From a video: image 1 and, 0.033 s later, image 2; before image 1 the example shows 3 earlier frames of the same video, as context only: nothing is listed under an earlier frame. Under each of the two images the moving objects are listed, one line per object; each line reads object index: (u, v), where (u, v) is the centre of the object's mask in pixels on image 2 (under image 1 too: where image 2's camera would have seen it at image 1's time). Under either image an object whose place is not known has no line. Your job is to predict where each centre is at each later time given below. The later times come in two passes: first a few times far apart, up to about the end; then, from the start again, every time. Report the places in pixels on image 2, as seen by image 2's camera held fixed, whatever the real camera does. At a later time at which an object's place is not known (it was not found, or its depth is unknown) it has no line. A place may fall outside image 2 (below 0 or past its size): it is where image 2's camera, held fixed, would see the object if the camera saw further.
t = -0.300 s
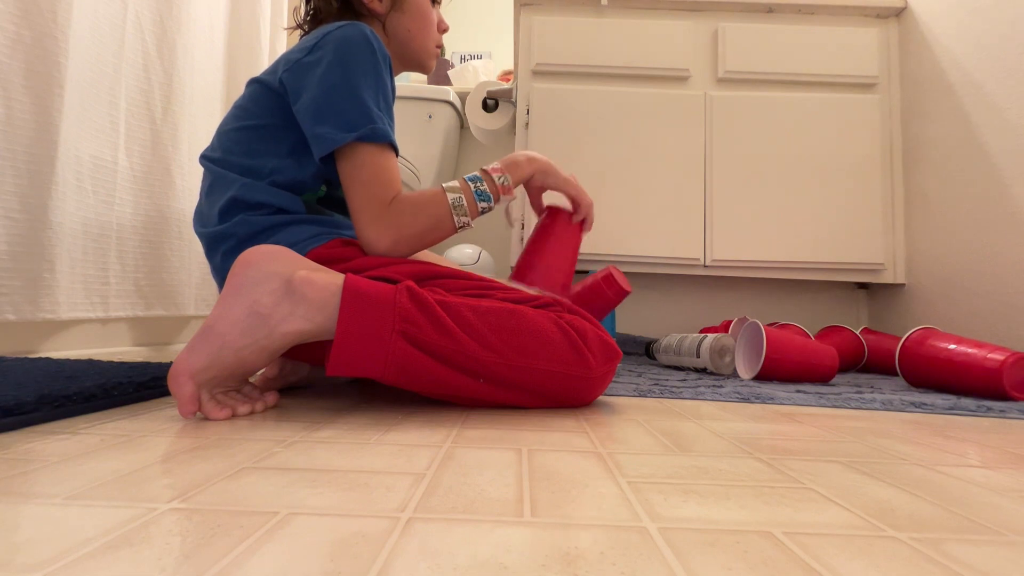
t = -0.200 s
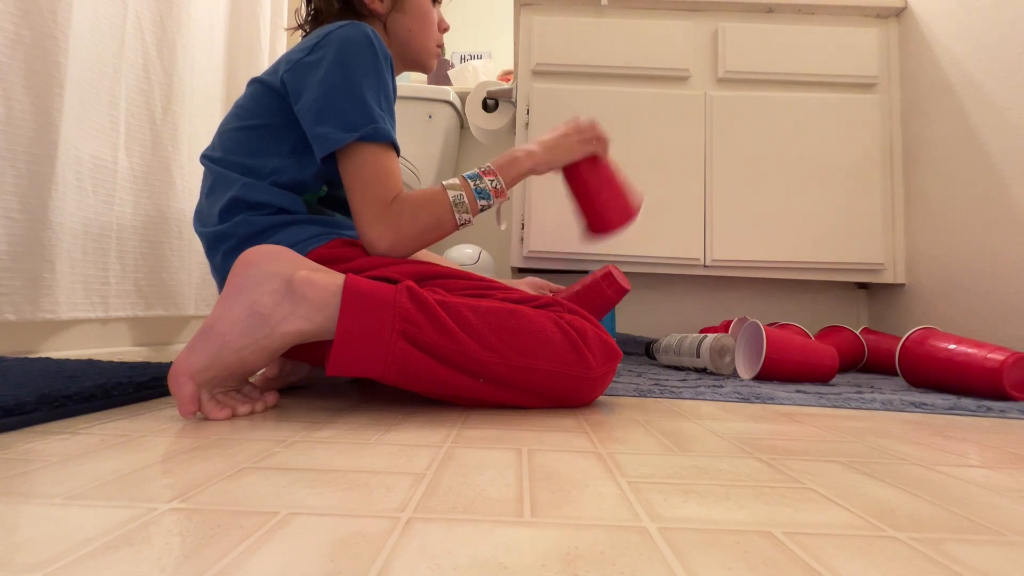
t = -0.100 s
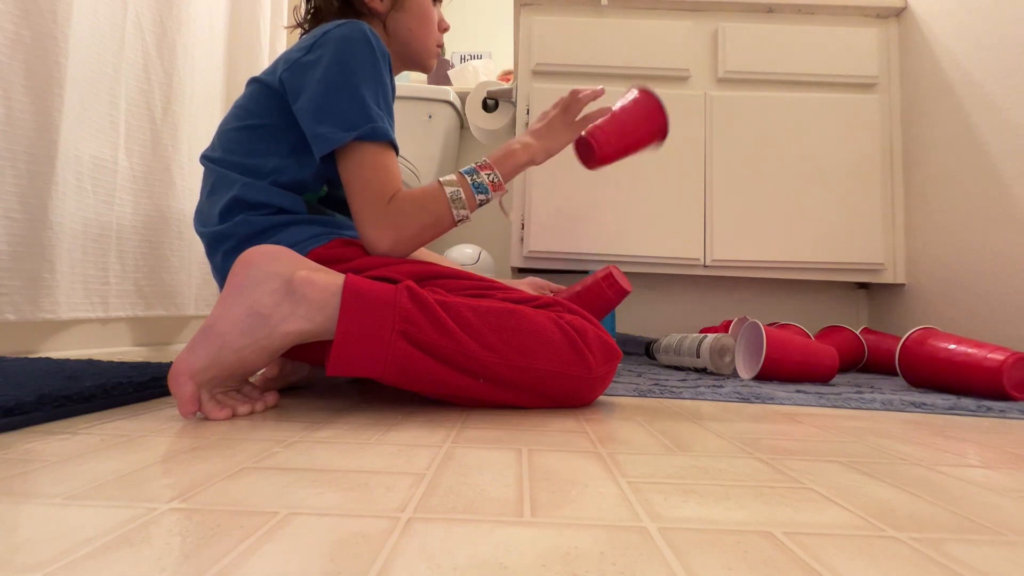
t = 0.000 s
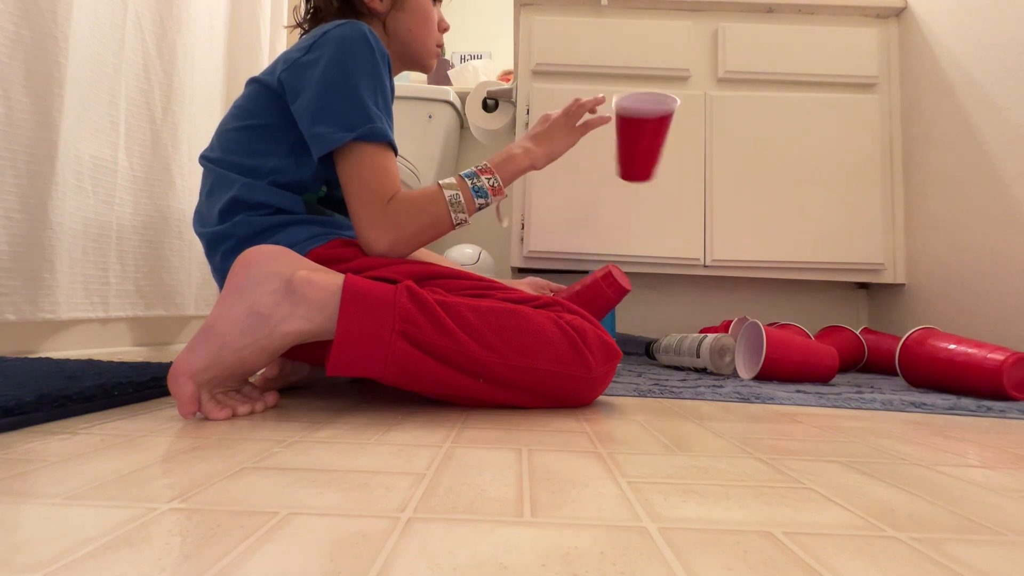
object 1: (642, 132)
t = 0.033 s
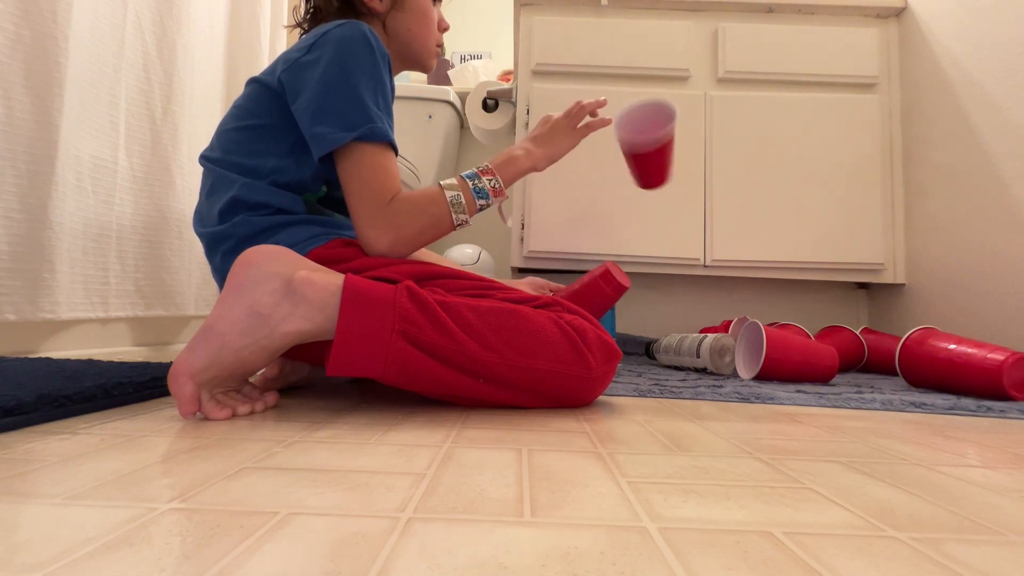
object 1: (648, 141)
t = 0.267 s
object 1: (681, 331)
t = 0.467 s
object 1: (655, 343)
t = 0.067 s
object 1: (651, 157)
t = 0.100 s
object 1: (654, 185)
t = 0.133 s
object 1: (663, 217)
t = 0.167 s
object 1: (673, 249)
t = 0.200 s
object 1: (679, 280)
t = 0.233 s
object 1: (683, 327)
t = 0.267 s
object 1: (681, 331)
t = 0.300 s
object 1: (678, 328)
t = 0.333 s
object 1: (676, 333)
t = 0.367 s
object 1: (672, 340)
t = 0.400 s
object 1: (667, 341)
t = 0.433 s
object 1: (660, 347)
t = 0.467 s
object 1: (655, 343)
